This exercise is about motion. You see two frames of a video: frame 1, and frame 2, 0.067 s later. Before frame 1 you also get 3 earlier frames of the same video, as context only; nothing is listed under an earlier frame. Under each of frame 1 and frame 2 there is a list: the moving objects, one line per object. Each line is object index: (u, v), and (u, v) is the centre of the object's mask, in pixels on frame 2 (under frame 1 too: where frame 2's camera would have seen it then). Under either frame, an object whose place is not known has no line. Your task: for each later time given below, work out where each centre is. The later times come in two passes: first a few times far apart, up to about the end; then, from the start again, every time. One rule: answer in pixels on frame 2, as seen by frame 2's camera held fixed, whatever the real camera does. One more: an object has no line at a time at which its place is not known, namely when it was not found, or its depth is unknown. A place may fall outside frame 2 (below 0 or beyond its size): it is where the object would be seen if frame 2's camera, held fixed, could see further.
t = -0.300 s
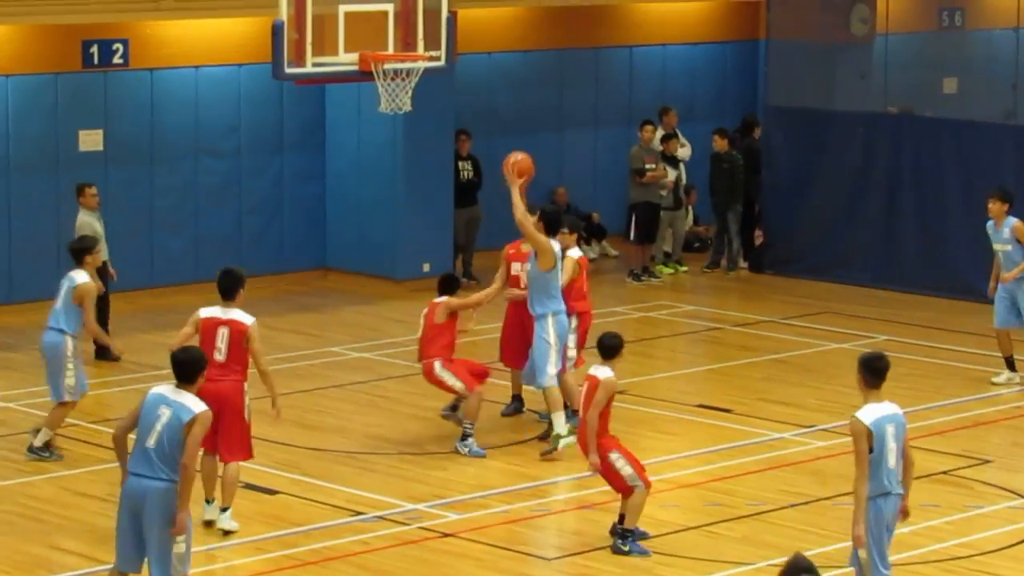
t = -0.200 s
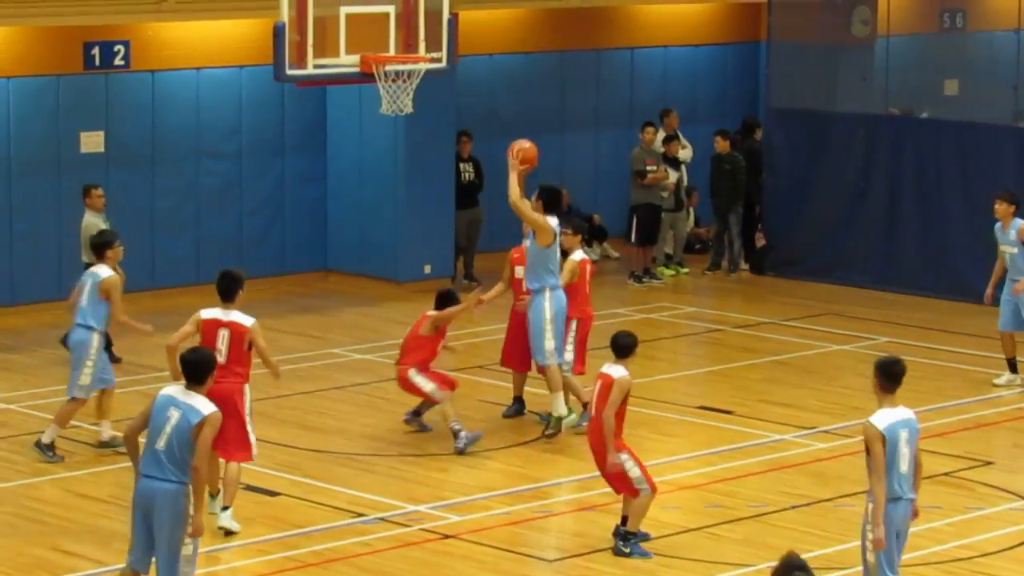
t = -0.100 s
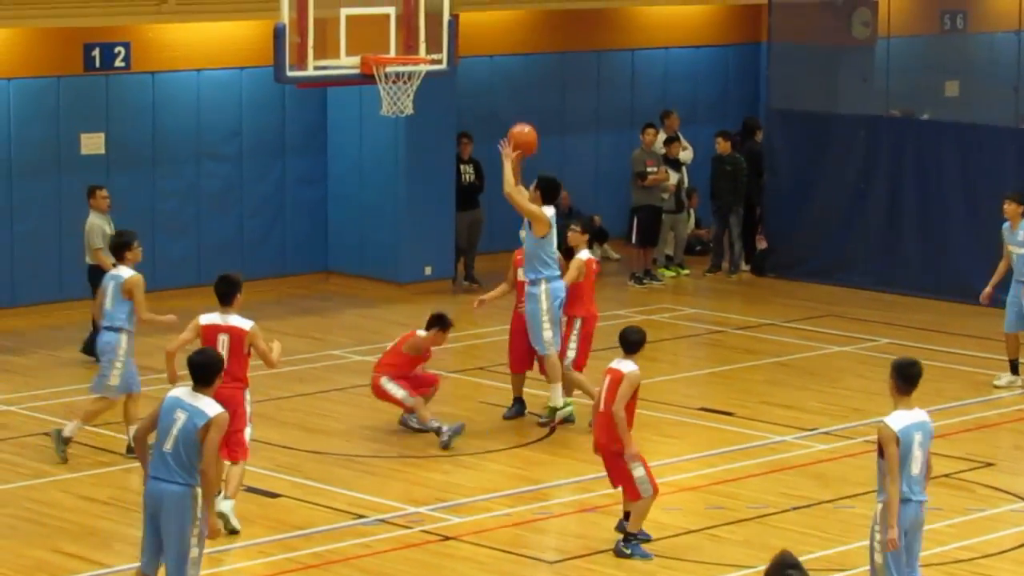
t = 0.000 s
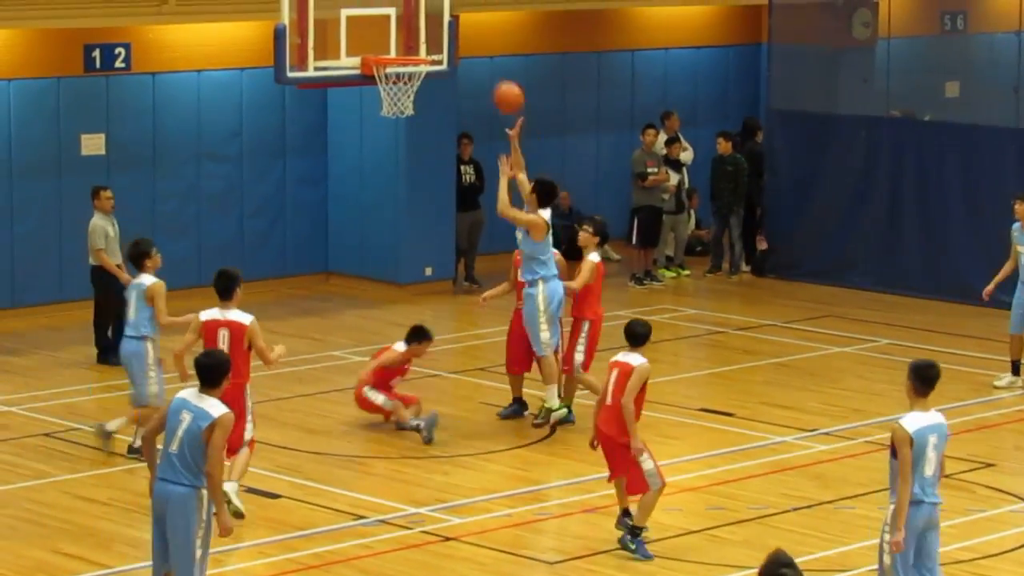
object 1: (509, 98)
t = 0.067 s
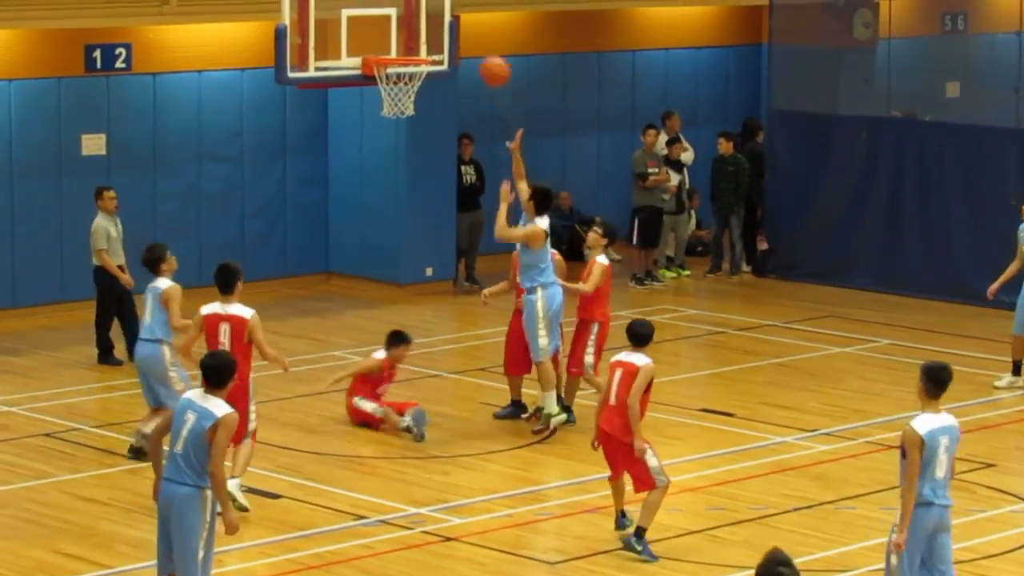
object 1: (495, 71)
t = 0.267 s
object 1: (453, 24)
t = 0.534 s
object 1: (398, 36)
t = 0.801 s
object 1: (403, 24)
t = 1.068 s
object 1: (403, 52)
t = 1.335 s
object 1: (382, 94)
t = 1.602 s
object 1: (391, 168)
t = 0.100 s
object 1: (488, 60)
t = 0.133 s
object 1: (480, 49)
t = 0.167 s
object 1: (472, 42)
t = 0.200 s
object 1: (466, 34)
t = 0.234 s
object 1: (458, 29)
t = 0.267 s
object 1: (453, 24)
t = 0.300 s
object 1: (446, 21)
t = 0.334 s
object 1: (439, 18)
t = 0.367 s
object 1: (432, 18)
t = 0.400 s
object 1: (426, 19)
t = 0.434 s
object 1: (419, 20)
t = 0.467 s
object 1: (411, 24)
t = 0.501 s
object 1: (404, 29)
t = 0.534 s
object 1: (398, 36)
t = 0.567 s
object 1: (391, 43)
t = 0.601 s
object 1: (388, 37)
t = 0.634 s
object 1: (389, 32)
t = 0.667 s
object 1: (393, 28)
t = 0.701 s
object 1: (395, 25)
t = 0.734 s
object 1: (398, 23)
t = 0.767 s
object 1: (400, 23)
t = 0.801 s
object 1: (403, 24)
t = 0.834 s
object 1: (406, 26)
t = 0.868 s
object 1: (409, 30)
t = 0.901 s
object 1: (412, 35)
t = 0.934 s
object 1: (414, 43)
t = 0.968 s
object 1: (416, 48)
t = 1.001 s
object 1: (413, 49)
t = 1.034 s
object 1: (408, 50)
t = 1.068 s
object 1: (403, 52)
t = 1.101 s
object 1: (399, 53)
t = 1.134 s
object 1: (394, 73)
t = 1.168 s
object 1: (390, 76)
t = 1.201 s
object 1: (384, 80)
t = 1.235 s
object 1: (382, 85)
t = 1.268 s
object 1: (381, 86)
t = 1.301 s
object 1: (384, 93)
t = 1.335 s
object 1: (382, 94)
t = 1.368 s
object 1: (383, 99)
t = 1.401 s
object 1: (385, 104)
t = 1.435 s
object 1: (386, 114)
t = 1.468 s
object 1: (387, 122)
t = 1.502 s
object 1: (388, 131)
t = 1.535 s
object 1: (389, 142)
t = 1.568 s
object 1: (390, 154)
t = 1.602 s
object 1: (391, 168)
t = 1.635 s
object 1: (392, 183)
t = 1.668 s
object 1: (394, 198)
